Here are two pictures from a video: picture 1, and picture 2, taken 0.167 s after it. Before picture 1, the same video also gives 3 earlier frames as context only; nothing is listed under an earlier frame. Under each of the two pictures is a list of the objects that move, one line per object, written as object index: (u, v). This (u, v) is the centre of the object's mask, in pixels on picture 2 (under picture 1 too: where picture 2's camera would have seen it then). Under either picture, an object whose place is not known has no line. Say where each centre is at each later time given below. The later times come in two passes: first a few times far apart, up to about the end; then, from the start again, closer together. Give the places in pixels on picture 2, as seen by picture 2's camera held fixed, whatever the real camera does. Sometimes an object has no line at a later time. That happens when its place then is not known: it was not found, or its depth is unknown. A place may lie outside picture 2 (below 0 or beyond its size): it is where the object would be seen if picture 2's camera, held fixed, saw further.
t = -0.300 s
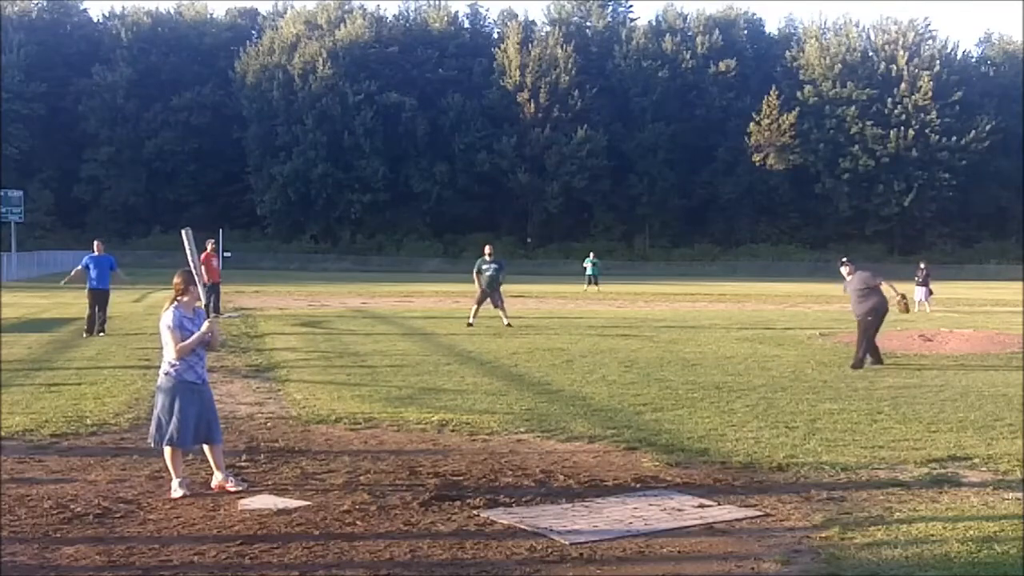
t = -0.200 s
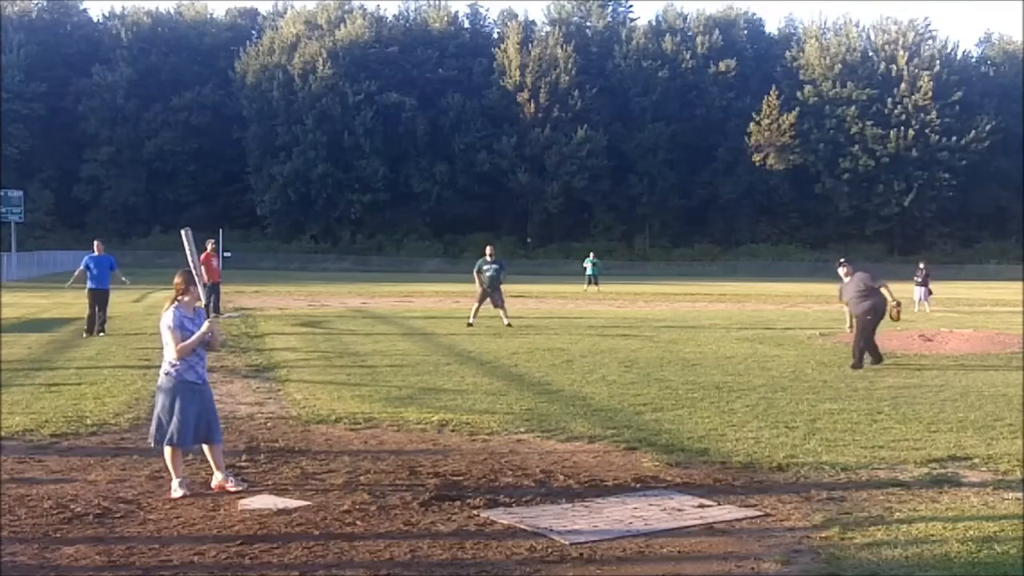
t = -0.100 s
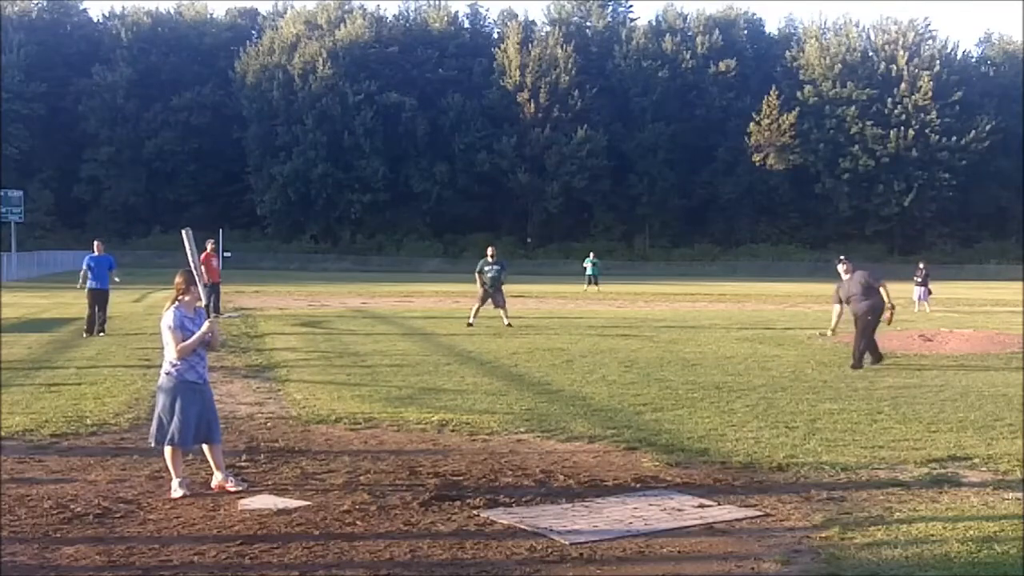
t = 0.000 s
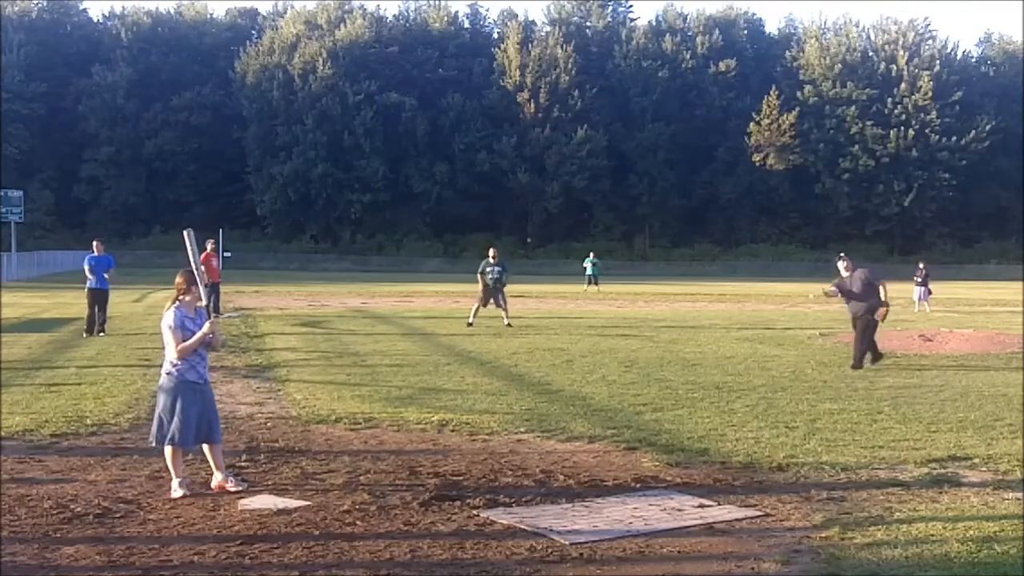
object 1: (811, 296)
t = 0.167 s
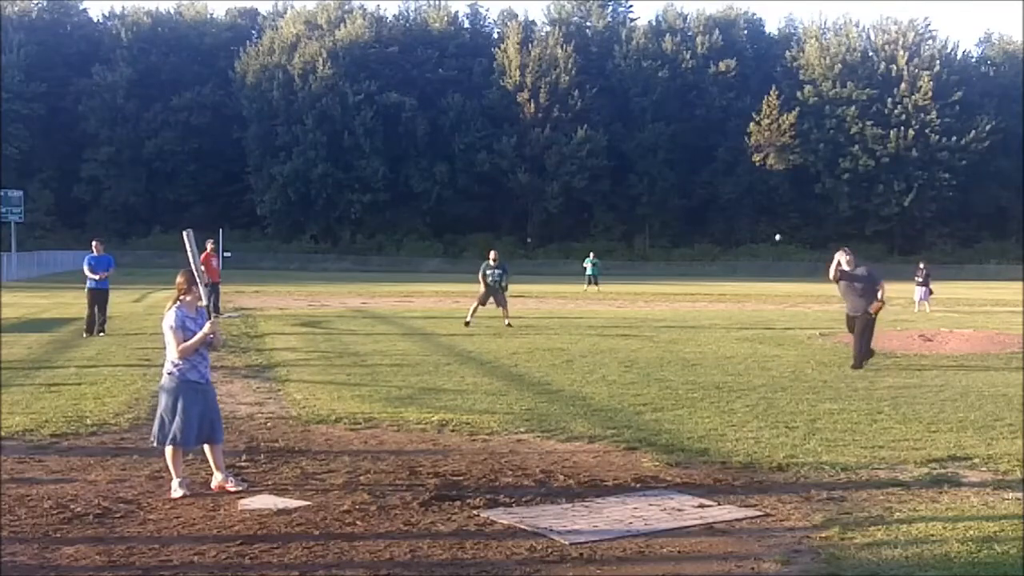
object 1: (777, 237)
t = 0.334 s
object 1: (737, 193)
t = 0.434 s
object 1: (709, 175)
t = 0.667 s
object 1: (630, 167)
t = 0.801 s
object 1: (573, 190)
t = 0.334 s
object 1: (737, 193)
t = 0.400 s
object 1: (718, 180)
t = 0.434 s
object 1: (709, 175)
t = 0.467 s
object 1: (699, 171)
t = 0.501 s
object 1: (689, 168)
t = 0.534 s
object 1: (678, 165)
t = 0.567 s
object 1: (666, 164)
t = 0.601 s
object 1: (655, 164)
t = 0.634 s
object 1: (642, 165)
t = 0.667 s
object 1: (630, 167)
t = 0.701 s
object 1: (616, 170)
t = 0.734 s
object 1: (602, 175)
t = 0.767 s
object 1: (587, 182)
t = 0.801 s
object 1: (573, 190)
